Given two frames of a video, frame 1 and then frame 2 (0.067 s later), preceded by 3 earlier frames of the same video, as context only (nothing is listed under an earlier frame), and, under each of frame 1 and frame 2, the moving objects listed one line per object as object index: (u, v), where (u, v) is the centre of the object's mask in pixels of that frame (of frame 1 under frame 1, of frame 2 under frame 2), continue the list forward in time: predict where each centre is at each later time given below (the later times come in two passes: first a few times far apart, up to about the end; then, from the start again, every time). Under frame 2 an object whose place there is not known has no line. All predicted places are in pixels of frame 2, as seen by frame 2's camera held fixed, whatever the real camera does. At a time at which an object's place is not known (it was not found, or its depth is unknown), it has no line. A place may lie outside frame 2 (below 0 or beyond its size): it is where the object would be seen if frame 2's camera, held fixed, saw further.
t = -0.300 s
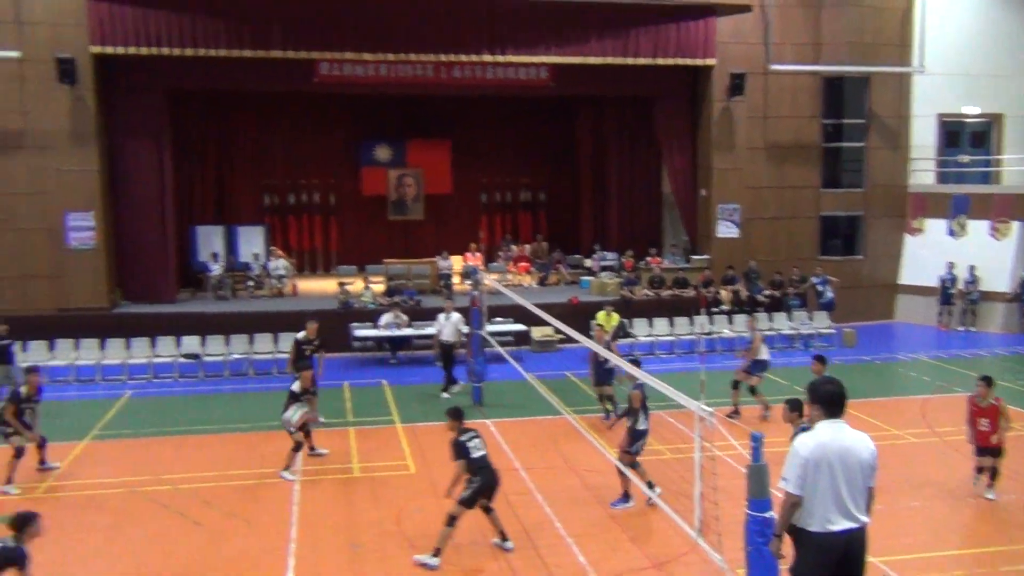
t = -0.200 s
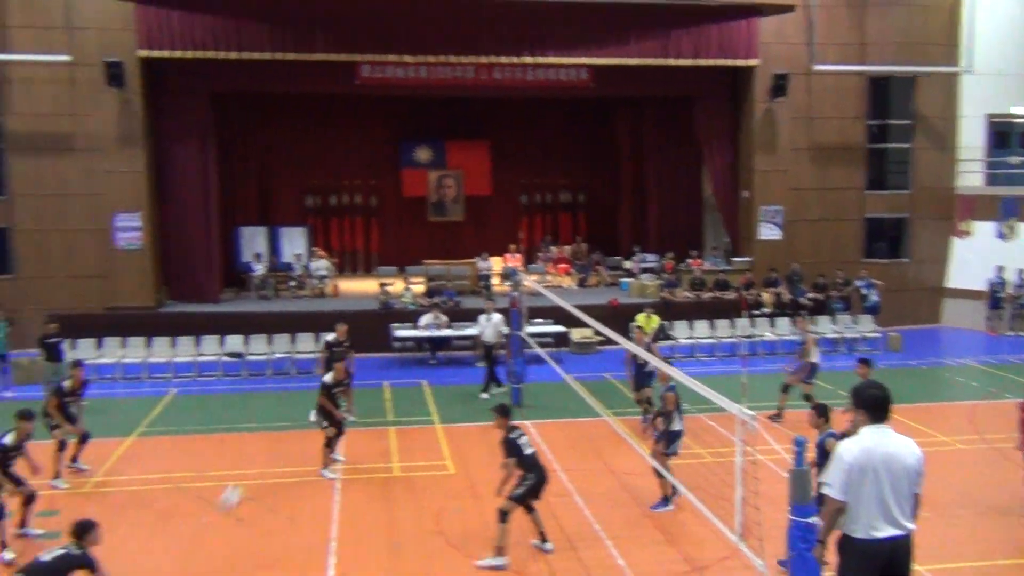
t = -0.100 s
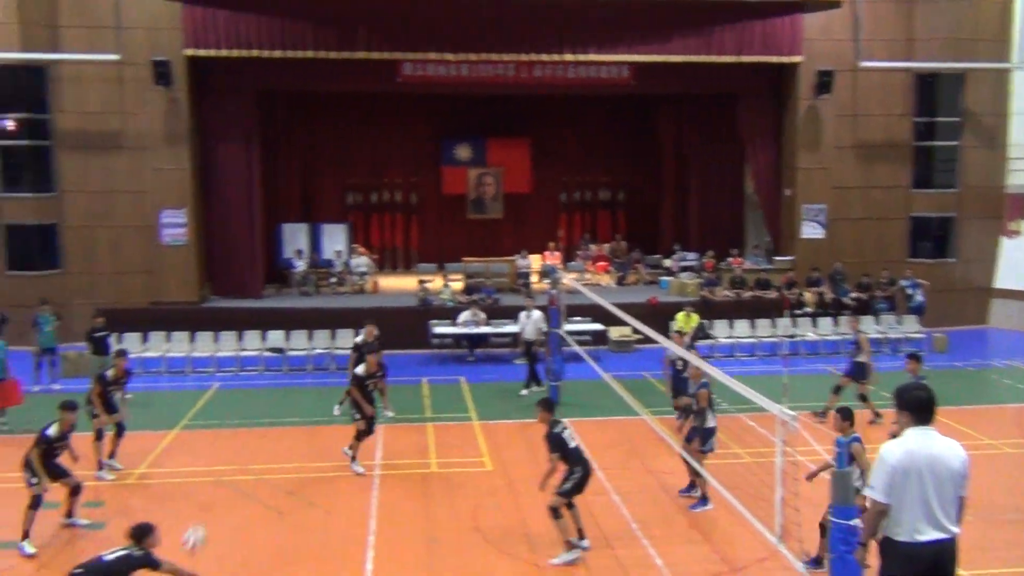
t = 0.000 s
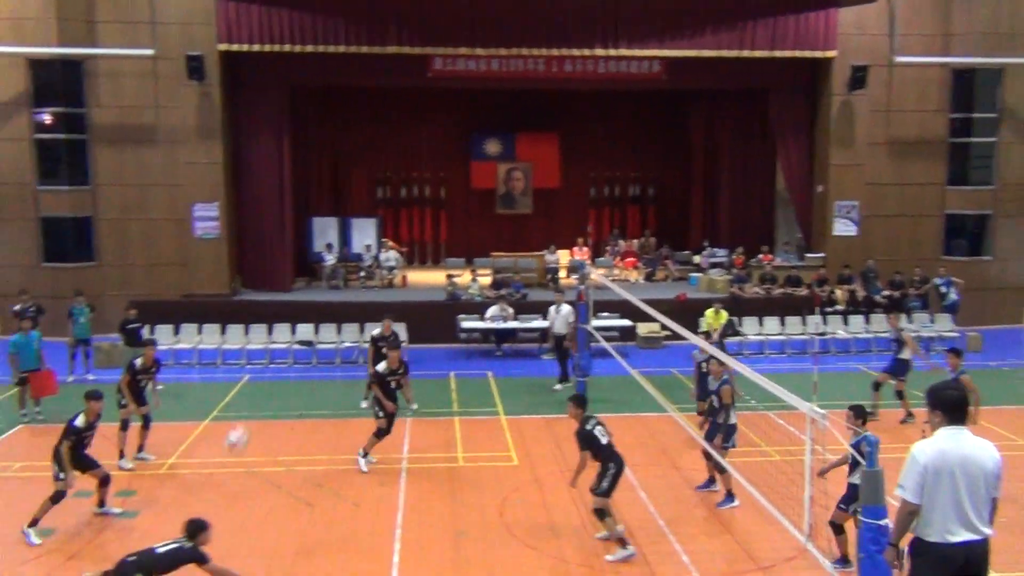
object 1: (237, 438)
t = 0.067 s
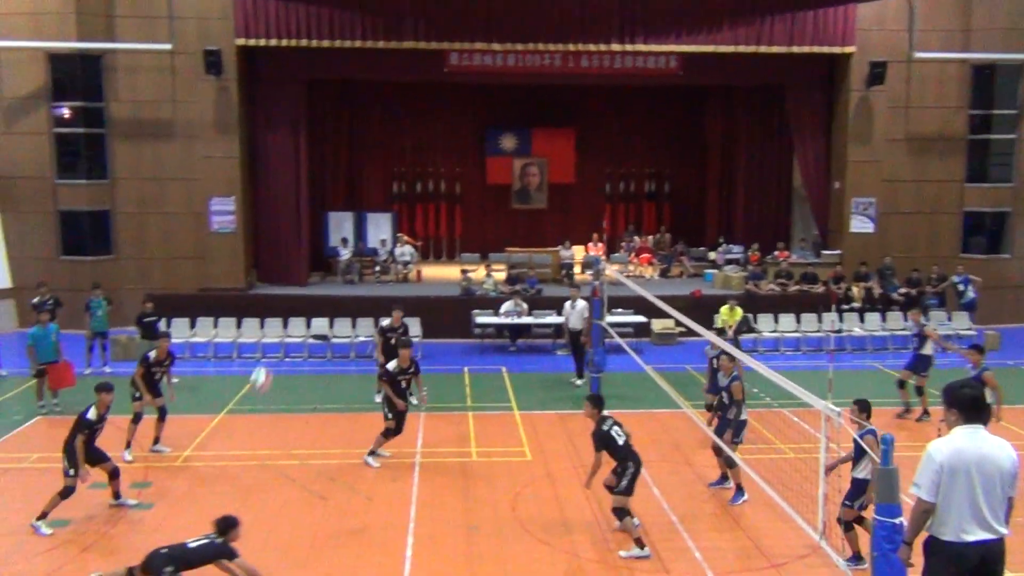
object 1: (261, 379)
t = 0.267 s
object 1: (282, 252)
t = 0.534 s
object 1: (306, 146)
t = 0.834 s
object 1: (330, 114)
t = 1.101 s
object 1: (351, 152)
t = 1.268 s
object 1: (365, 204)
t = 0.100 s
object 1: (264, 354)
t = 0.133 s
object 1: (267, 329)
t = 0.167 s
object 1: (272, 309)
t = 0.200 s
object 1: (275, 290)
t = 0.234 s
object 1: (278, 270)
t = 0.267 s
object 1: (282, 252)
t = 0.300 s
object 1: (285, 235)
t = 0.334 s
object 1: (288, 219)
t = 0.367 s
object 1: (291, 204)
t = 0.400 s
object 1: (294, 190)
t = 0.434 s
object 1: (297, 178)
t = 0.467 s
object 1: (300, 166)
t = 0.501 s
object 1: (303, 156)
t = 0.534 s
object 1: (306, 146)
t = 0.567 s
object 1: (309, 139)
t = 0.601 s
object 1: (311, 132)
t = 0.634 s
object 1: (314, 126)
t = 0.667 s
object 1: (317, 122)
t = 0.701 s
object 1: (319, 118)
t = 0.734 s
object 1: (322, 116)
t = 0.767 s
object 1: (325, 114)
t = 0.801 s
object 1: (327, 113)
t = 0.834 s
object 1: (330, 114)
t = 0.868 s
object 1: (333, 115)
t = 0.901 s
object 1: (336, 118)
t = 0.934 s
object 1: (338, 121)
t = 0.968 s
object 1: (341, 126)
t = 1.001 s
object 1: (344, 131)
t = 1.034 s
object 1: (347, 137)
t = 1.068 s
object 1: (349, 144)
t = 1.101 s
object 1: (351, 152)
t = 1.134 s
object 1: (354, 161)
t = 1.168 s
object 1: (357, 170)
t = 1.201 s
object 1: (359, 181)
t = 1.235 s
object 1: (362, 192)
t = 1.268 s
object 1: (365, 204)
